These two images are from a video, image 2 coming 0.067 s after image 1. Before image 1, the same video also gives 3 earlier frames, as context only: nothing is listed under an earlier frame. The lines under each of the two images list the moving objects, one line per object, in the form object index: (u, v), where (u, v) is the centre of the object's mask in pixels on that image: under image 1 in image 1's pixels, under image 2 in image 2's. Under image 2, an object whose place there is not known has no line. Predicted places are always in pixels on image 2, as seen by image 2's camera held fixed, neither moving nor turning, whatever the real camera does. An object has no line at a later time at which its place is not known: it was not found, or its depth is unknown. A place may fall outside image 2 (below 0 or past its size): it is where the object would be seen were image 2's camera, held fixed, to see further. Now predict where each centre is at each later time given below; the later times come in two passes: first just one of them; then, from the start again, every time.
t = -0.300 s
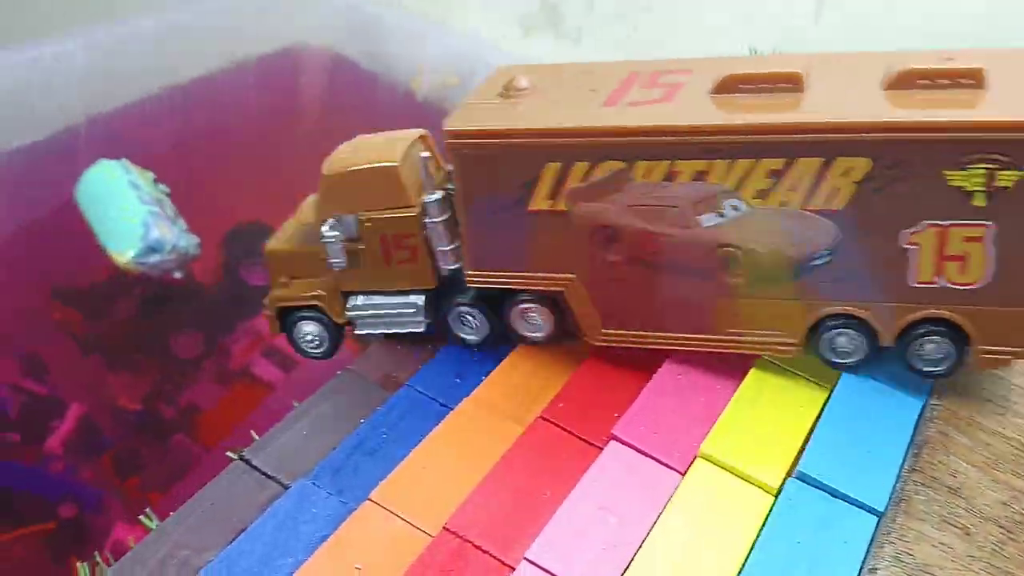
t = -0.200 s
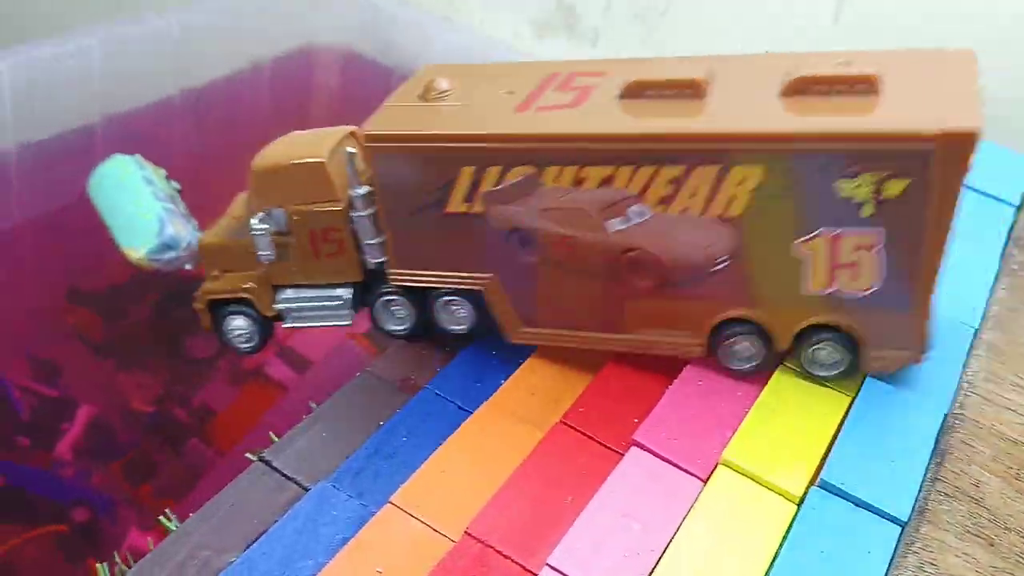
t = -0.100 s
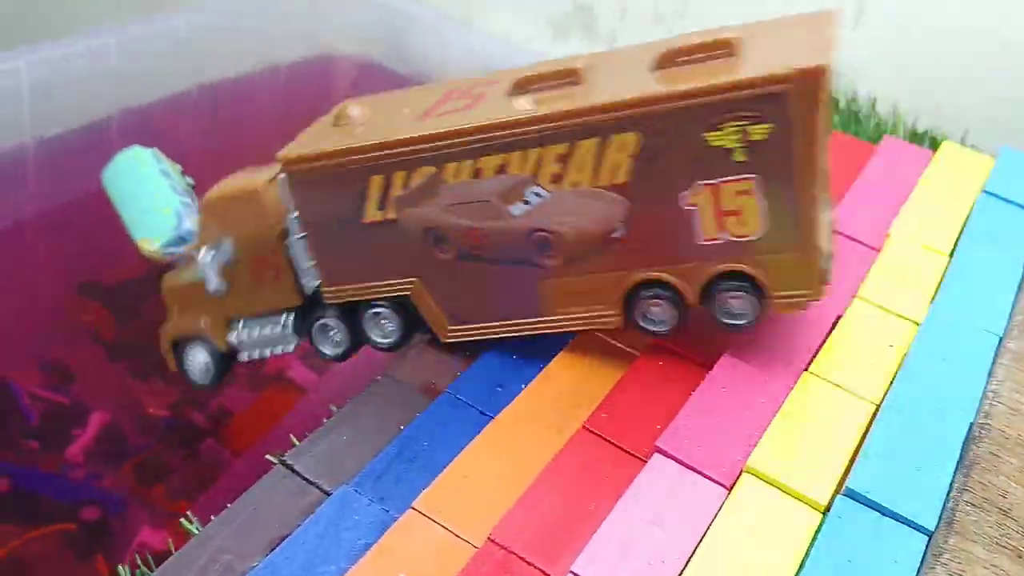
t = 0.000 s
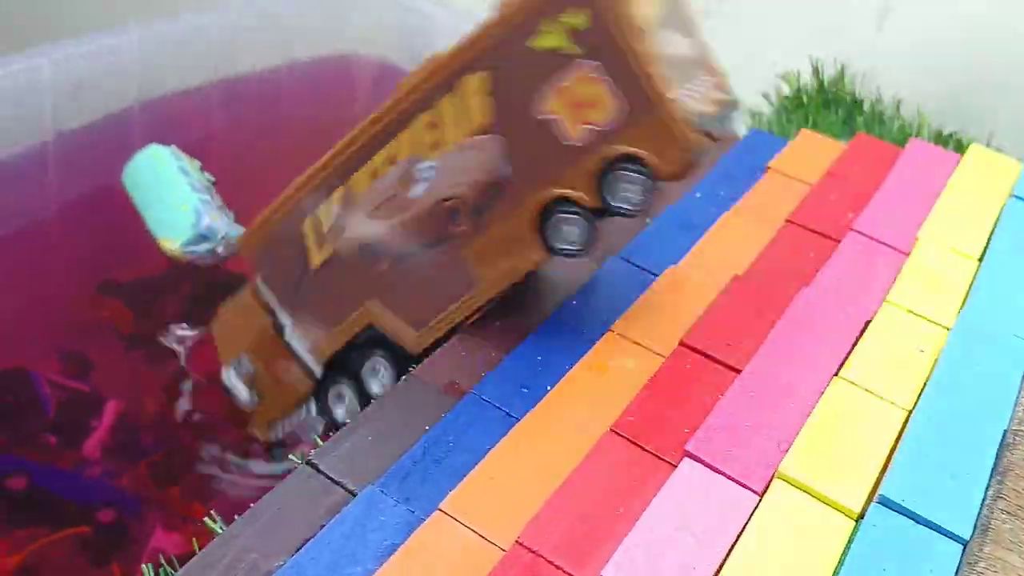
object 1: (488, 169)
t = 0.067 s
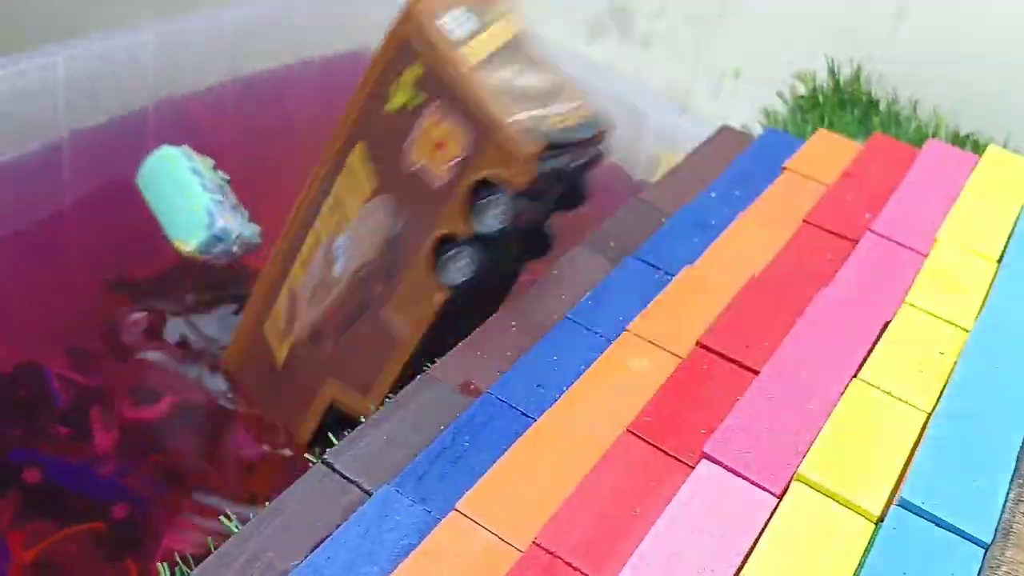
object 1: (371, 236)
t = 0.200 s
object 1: (326, 260)
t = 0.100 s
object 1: (347, 240)
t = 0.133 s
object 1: (349, 230)
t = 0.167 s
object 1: (331, 246)
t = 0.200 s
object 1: (326, 260)
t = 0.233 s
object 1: (328, 275)
